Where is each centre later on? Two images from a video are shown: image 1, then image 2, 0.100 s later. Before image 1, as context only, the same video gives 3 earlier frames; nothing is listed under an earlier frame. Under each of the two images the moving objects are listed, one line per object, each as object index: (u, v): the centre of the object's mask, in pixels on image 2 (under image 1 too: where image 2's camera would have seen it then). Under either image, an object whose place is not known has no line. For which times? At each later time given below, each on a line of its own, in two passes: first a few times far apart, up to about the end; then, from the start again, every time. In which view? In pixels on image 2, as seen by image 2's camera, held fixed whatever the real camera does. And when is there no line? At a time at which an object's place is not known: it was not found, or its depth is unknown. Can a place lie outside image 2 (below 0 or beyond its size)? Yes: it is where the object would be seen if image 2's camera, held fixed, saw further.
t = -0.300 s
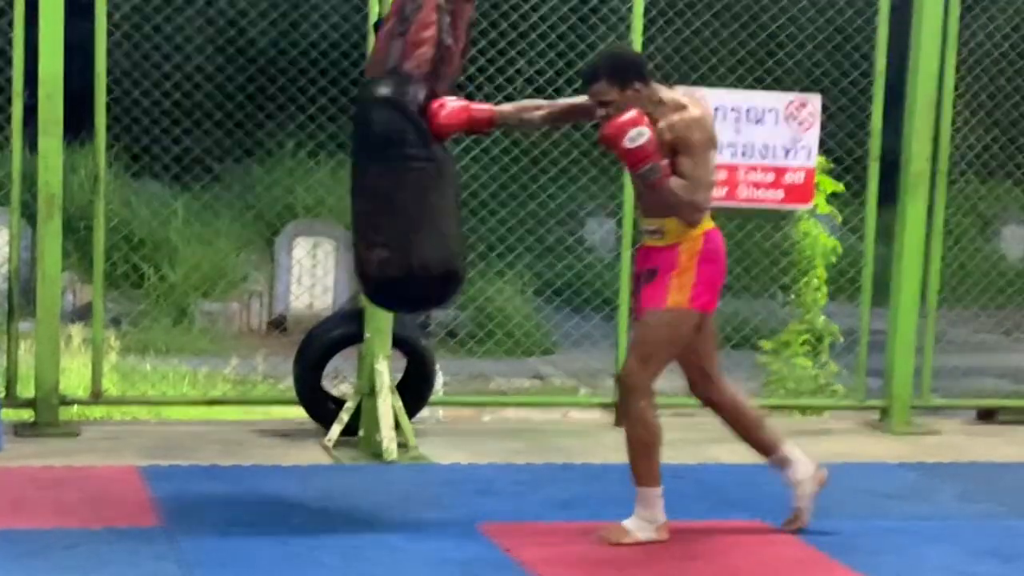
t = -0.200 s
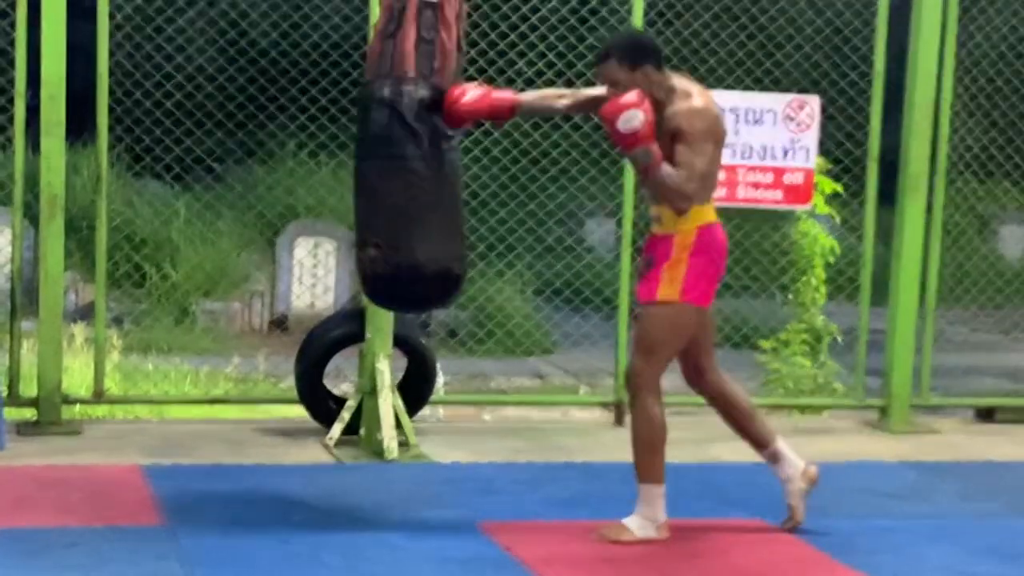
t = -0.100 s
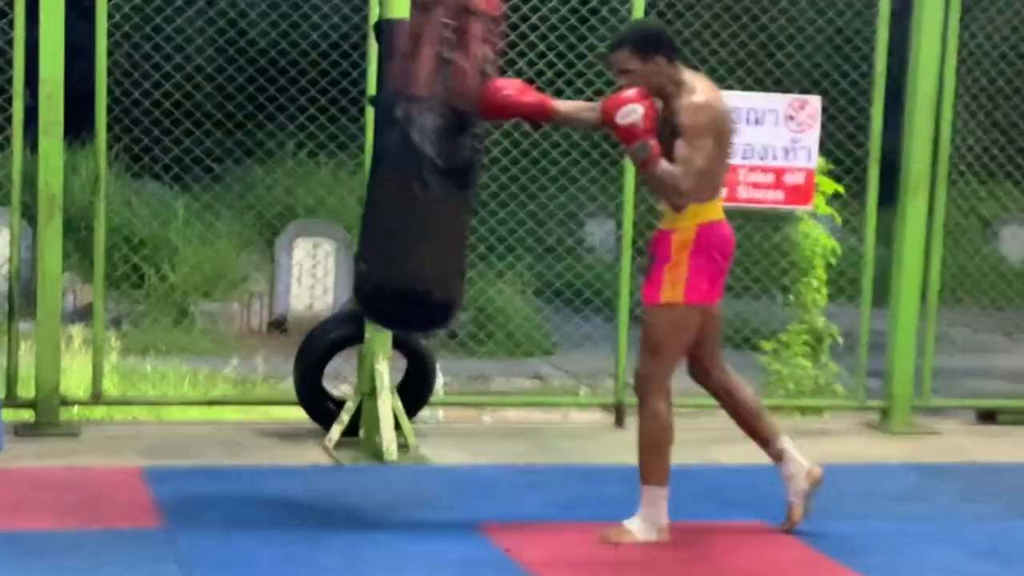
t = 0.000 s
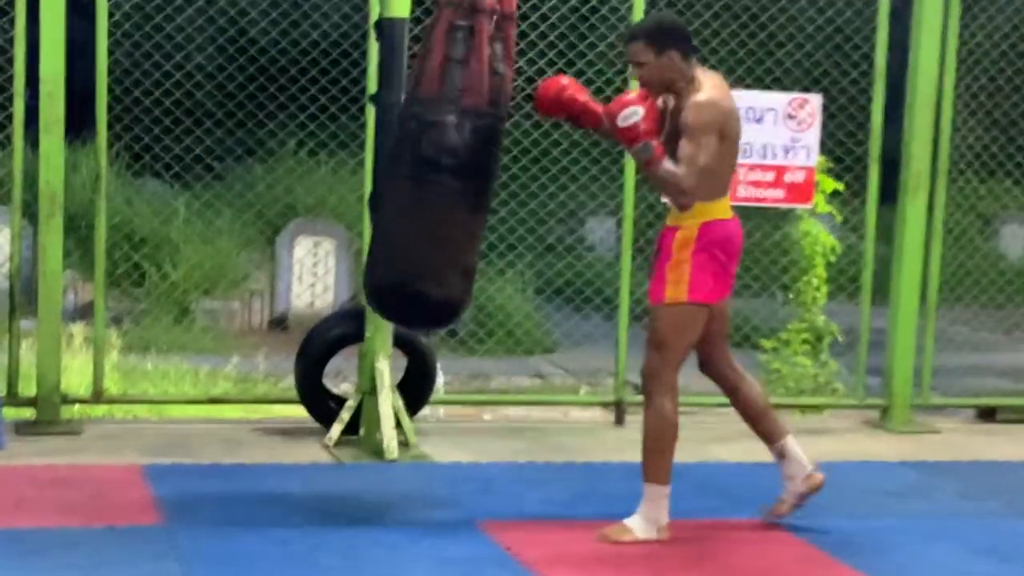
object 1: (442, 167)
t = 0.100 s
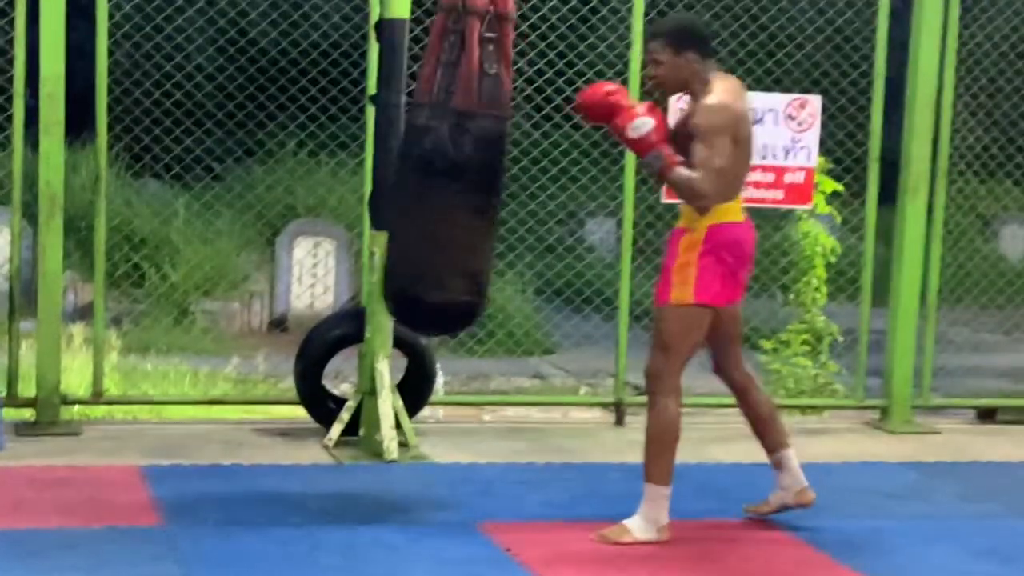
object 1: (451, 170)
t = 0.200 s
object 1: (463, 169)
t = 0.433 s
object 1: (496, 170)
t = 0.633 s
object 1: (518, 164)
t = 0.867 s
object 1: (526, 165)
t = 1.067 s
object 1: (517, 167)
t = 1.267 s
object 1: (495, 170)
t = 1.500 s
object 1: (462, 171)
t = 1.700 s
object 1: (436, 169)
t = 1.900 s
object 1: (423, 167)
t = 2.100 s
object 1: (426, 166)
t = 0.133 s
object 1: (454, 170)
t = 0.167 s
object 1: (458, 170)
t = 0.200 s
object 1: (463, 169)
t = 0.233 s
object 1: (468, 168)
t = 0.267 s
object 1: (473, 168)
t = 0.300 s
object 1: (478, 168)
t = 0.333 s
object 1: (483, 168)
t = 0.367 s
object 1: (486, 168)
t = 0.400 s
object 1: (491, 170)
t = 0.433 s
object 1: (496, 170)
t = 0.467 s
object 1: (501, 170)
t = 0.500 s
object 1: (504, 168)
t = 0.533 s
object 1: (508, 167)
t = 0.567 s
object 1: (511, 166)
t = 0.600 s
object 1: (515, 166)
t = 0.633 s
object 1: (518, 164)
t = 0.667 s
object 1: (521, 165)
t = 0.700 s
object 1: (523, 166)
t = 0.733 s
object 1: (524, 166)
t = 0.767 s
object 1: (526, 167)
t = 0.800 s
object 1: (526, 166)
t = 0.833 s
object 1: (526, 166)
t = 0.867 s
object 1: (526, 165)
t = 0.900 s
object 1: (525, 164)
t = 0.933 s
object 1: (524, 164)
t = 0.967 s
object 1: (523, 165)
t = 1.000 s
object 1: (521, 165)
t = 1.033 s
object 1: (519, 166)
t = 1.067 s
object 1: (517, 167)
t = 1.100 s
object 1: (514, 168)
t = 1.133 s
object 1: (511, 169)
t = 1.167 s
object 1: (508, 171)
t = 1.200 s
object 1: (503, 171)
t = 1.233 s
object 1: (499, 170)
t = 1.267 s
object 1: (495, 170)
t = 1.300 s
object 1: (490, 169)
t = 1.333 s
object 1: (486, 168)
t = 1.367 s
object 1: (482, 169)
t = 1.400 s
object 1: (476, 169)
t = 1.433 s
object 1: (471, 170)
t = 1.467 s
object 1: (467, 171)
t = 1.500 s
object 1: (462, 171)
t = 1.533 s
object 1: (457, 172)
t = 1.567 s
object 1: (452, 172)
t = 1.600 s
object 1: (447, 172)
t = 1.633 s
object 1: (443, 171)
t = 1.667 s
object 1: (440, 168)
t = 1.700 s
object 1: (436, 169)
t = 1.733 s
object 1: (433, 168)
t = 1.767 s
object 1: (430, 167)
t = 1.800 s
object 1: (428, 166)
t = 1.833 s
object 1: (426, 166)
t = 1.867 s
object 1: (424, 167)
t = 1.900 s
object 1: (423, 167)
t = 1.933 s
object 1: (423, 167)
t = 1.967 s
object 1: (422, 168)
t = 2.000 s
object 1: (422, 168)
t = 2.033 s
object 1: (422, 167)
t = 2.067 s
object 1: (424, 167)
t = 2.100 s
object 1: (426, 166)
